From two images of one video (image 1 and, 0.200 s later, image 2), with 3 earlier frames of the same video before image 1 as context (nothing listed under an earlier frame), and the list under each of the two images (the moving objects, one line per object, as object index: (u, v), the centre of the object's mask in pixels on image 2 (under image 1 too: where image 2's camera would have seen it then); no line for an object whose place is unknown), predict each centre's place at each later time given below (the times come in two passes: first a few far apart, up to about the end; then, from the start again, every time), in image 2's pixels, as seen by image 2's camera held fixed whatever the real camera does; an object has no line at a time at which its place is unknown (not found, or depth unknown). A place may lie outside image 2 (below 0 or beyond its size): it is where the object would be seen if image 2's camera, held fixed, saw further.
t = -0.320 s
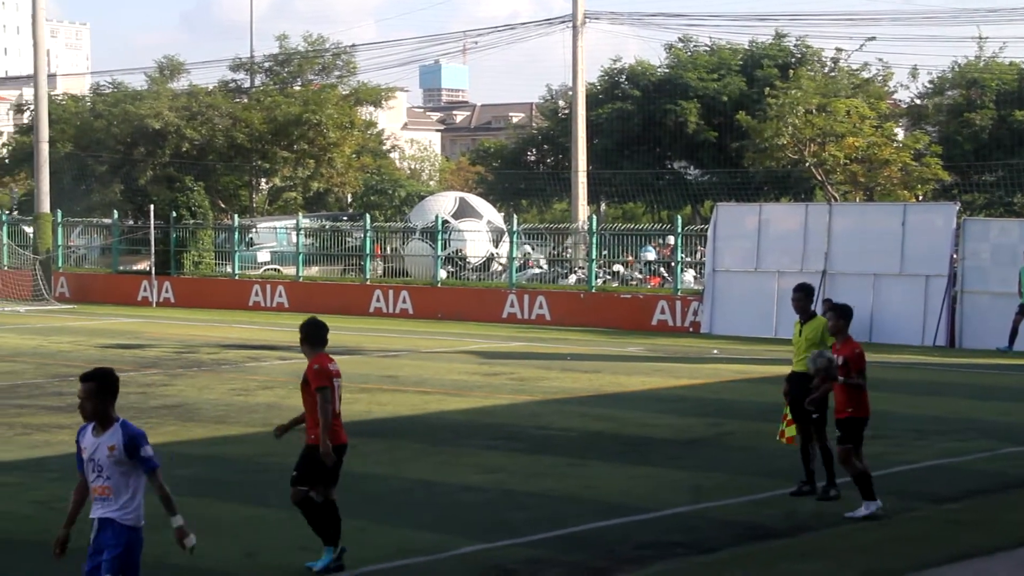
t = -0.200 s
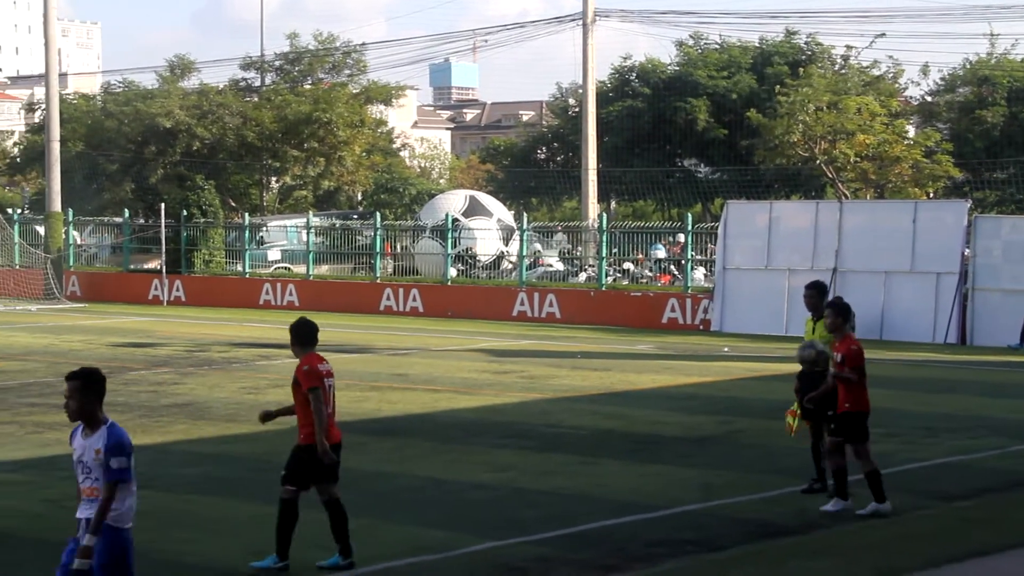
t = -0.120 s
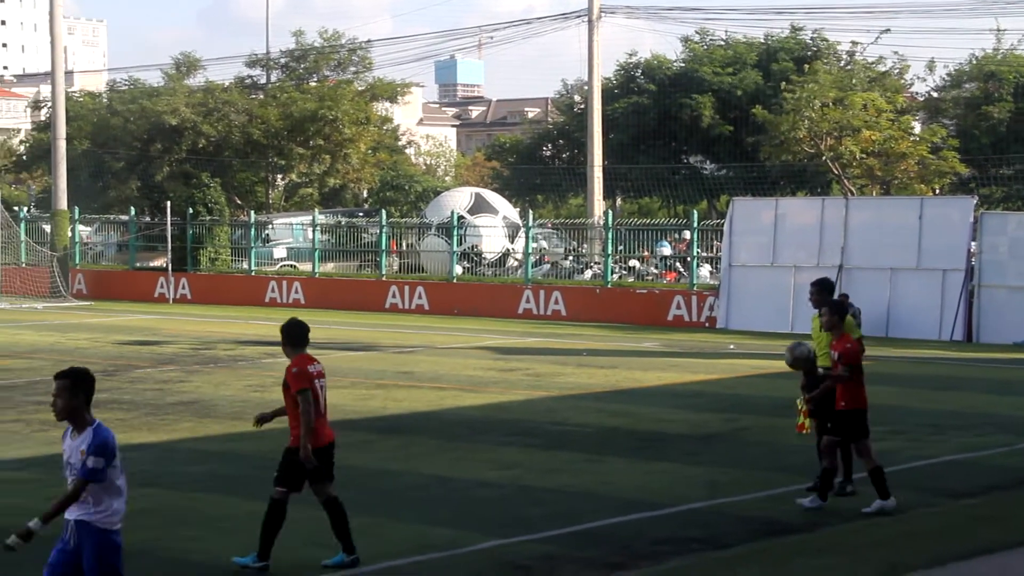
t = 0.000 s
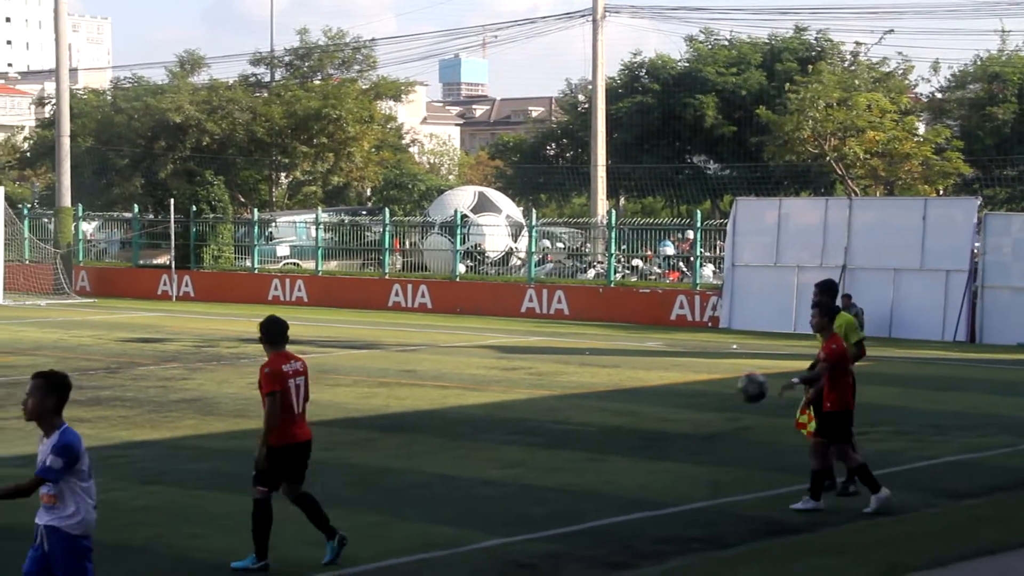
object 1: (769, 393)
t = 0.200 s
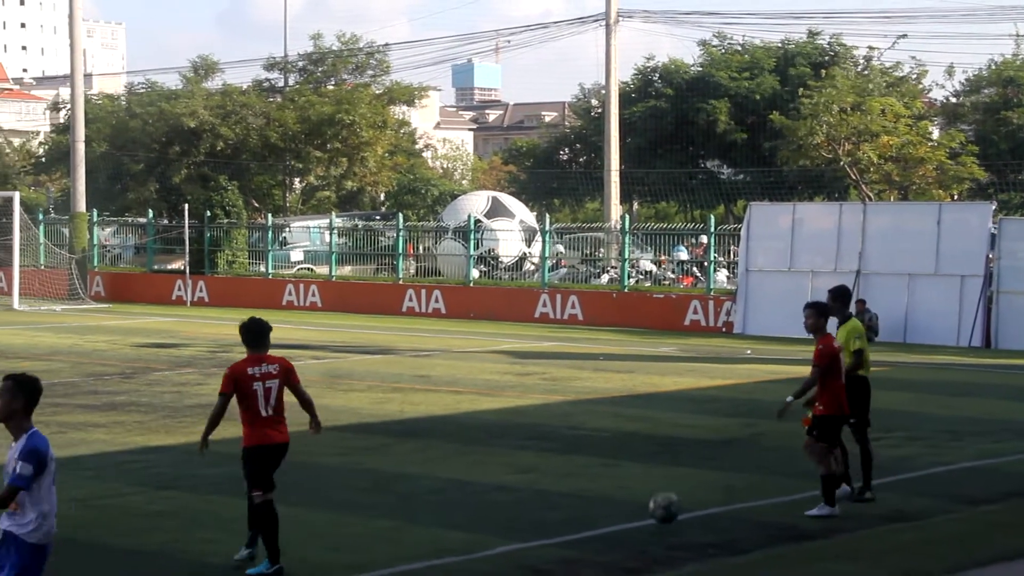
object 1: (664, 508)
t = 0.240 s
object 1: (651, 504)
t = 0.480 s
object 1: (596, 409)
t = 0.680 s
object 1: (550, 387)
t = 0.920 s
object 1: (494, 429)
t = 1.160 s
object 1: (438, 500)
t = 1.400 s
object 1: (384, 438)
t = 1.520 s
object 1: (356, 438)
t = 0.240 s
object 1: (651, 504)
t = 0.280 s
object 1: (643, 483)
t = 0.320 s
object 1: (634, 464)
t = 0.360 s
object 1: (625, 447)
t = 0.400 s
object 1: (615, 433)
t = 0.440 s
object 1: (606, 420)
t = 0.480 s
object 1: (596, 409)
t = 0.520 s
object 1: (587, 401)
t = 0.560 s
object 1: (578, 394)
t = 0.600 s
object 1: (569, 390)
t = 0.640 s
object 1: (559, 387)
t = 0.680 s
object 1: (550, 387)
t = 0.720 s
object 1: (541, 389)
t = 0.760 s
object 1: (532, 392)
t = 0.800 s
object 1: (522, 398)
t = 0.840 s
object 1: (514, 406)
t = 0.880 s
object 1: (504, 417)
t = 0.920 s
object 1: (494, 429)
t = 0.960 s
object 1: (484, 444)
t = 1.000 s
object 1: (475, 462)
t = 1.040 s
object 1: (466, 481)
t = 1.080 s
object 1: (456, 503)
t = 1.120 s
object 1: (446, 518)
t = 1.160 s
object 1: (438, 500)
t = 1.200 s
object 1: (430, 484)
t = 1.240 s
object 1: (421, 471)
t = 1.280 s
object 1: (411, 459)
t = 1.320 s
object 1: (402, 450)
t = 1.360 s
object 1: (393, 443)
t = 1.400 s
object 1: (384, 438)
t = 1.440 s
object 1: (374, 436)
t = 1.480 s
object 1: (365, 436)
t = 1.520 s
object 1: (356, 438)
